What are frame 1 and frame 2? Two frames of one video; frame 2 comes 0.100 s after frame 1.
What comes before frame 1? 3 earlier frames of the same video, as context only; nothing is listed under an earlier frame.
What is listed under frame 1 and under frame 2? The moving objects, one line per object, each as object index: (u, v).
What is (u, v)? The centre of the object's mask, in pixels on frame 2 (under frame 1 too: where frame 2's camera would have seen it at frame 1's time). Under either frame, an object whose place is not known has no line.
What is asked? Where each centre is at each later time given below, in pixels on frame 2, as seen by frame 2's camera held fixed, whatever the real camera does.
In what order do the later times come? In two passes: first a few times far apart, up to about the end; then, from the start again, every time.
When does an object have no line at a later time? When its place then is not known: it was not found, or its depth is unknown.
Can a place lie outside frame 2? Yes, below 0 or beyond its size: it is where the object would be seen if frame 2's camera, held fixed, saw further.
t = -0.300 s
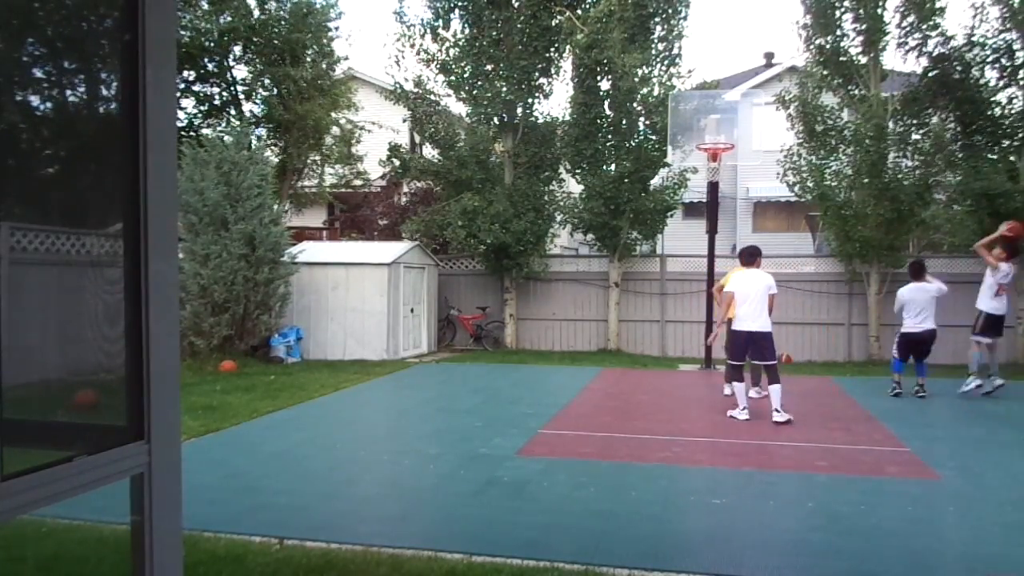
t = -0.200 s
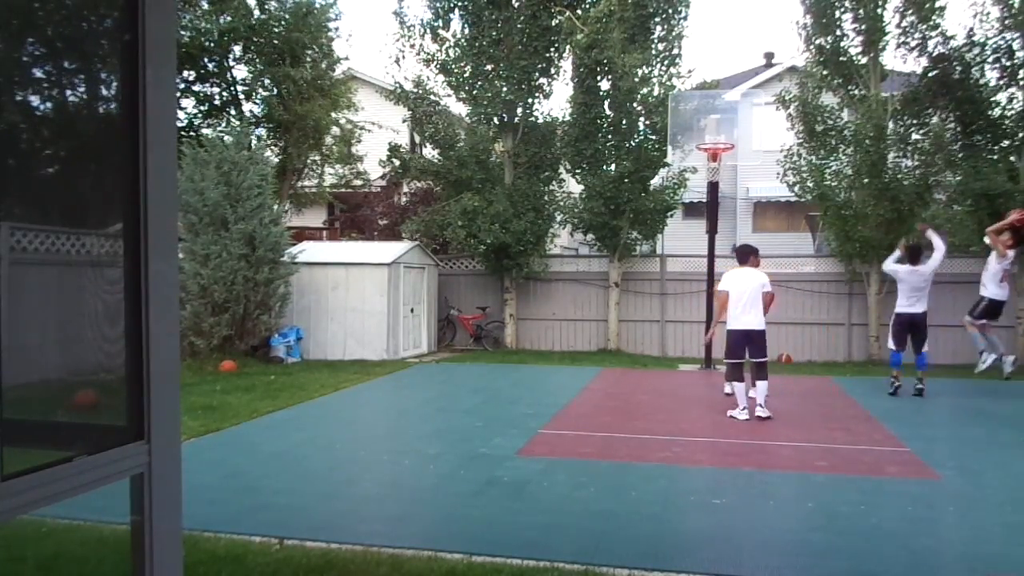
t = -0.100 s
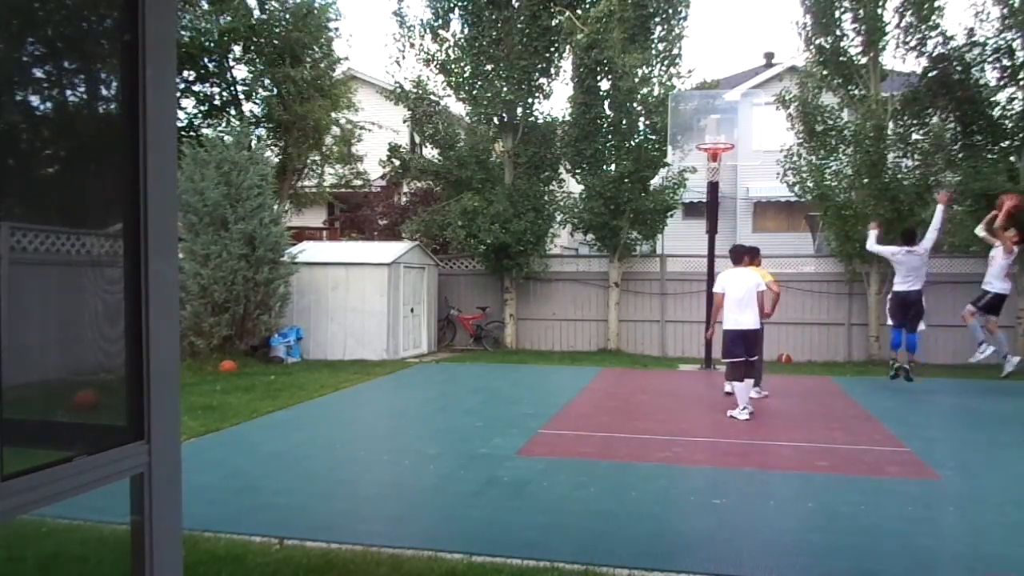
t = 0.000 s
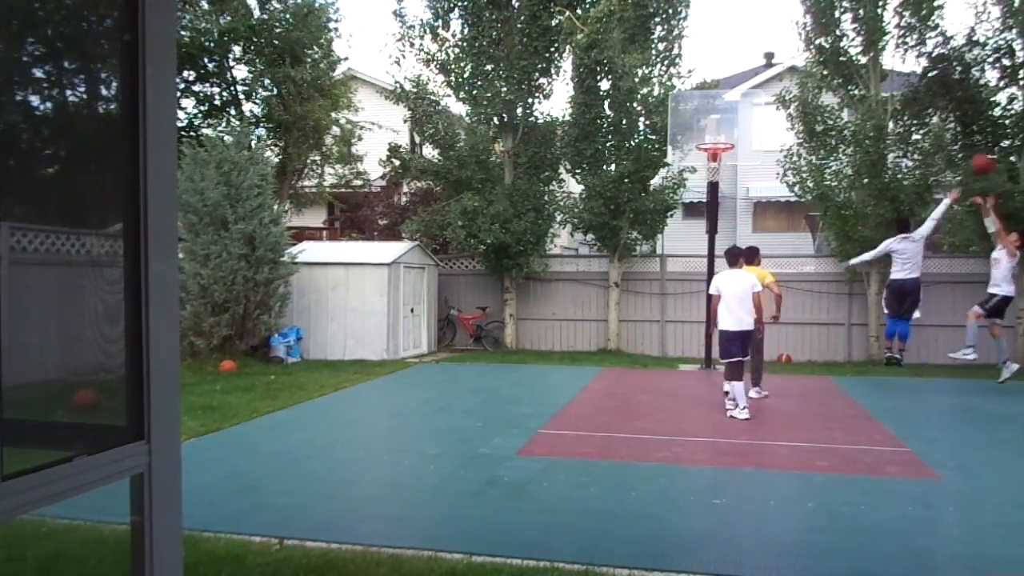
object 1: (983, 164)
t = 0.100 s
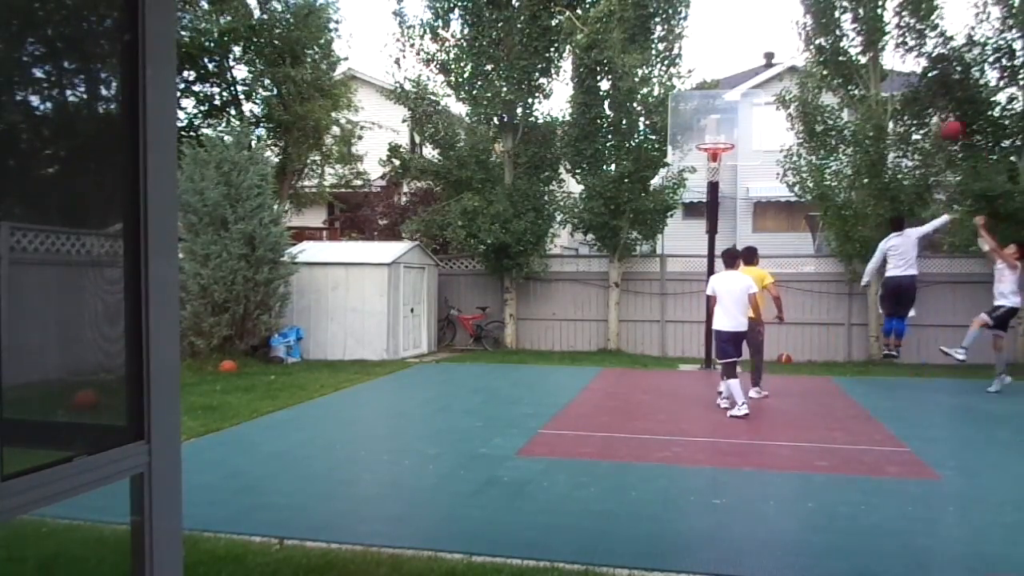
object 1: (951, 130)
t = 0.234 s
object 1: (911, 99)
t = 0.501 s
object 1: (837, 86)
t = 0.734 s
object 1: (774, 119)
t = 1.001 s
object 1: (711, 203)
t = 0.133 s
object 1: (941, 121)
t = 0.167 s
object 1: (931, 113)
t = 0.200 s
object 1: (921, 106)
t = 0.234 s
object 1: (911, 99)
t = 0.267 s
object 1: (902, 95)
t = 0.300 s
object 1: (893, 91)
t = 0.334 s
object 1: (883, 88)
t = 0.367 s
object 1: (873, 86)
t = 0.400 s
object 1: (863, 84)
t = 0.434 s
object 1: (855, 84)
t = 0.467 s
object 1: (845, 85)
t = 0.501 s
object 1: (837, 86)
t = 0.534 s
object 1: (828, 88)
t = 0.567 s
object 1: (818, 91)
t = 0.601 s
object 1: (809, 95)
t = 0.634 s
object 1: (801, 99)
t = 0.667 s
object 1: (793, 105)
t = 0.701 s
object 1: (783, 111)
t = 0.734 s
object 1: (774, 119)
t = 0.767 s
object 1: (766, 127)
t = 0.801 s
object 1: (757, 135)
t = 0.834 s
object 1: (749, 145)
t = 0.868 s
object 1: (741, 155)
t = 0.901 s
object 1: (733, 166)
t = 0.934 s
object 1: (728, 178)
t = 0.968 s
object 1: (717, 190)
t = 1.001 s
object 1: (711, 203)
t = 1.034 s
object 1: (702, 215)
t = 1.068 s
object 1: (694, 230)
